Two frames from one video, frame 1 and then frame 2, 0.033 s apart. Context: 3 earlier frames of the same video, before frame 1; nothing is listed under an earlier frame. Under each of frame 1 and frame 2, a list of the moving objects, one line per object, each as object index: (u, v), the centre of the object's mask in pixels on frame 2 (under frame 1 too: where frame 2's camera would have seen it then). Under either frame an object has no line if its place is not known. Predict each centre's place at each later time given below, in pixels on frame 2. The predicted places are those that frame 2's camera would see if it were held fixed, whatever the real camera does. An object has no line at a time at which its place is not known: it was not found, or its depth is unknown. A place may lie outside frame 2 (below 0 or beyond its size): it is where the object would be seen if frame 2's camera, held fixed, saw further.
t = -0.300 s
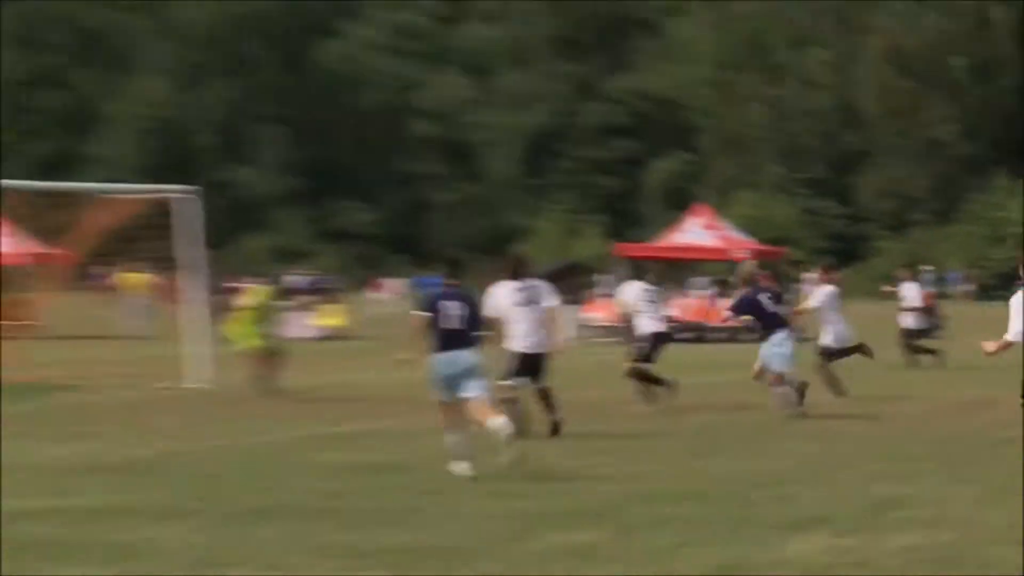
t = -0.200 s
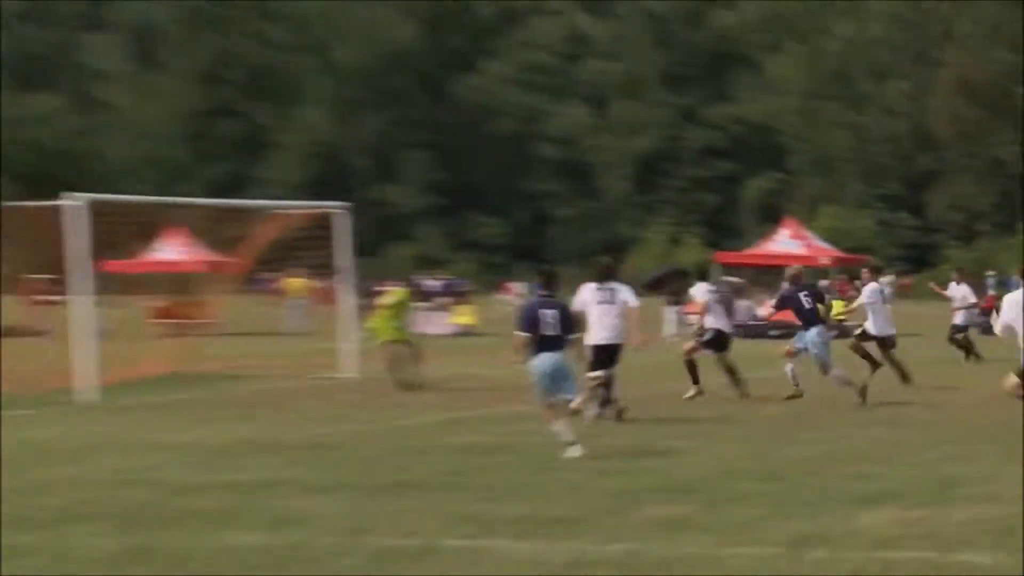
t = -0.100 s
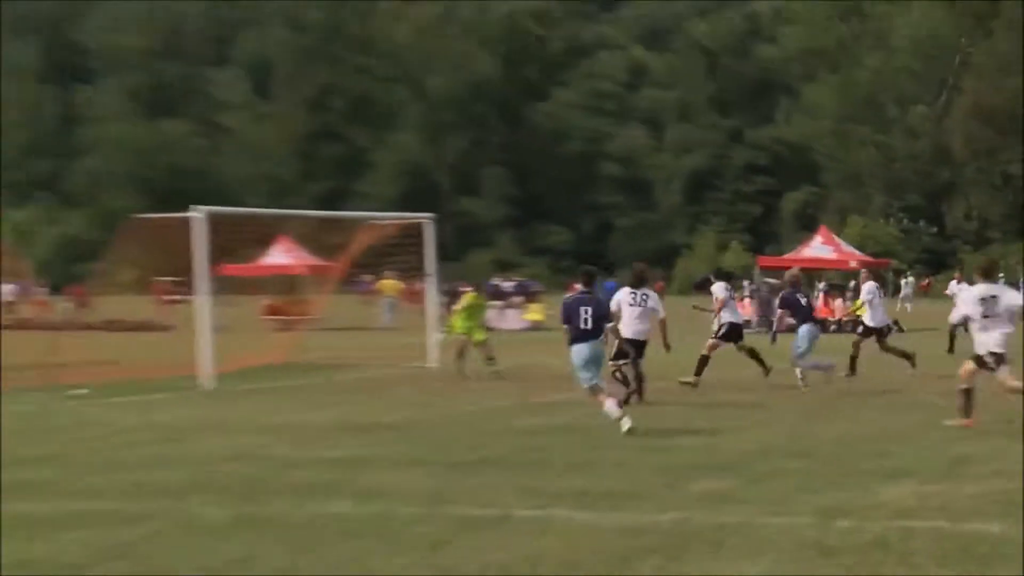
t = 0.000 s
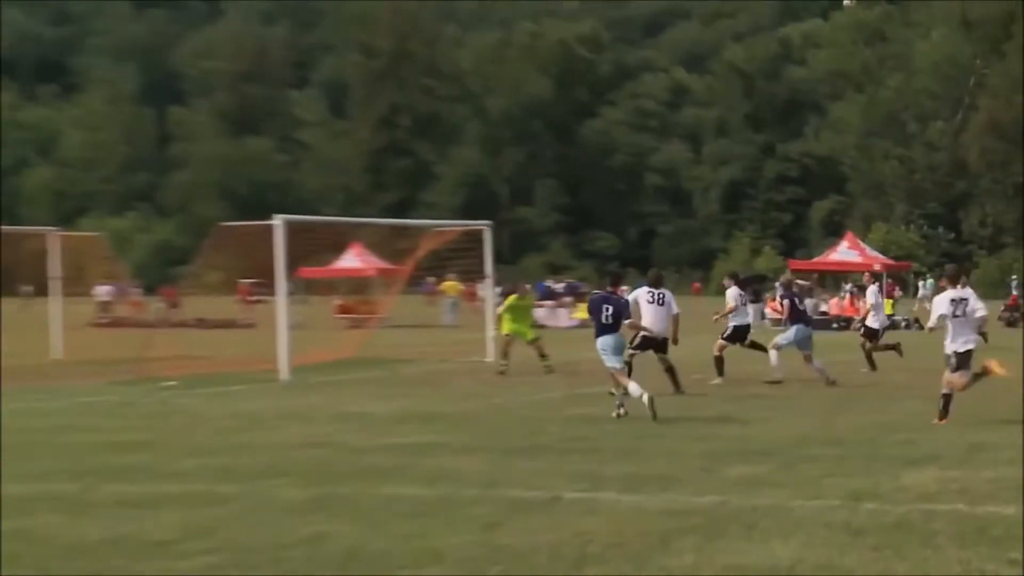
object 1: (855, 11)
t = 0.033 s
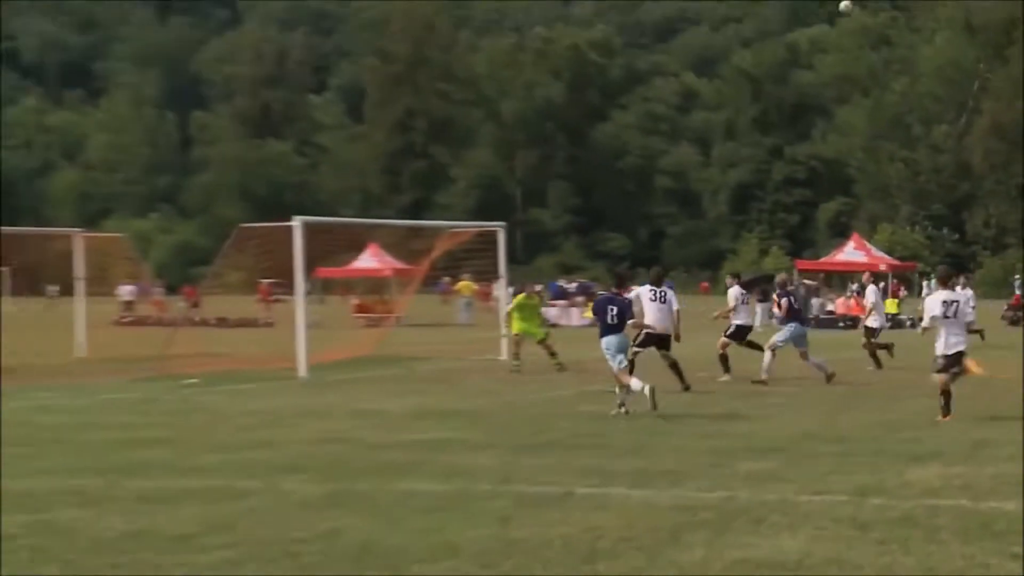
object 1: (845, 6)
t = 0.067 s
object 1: (836, 7)
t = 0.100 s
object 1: (824, 7)
